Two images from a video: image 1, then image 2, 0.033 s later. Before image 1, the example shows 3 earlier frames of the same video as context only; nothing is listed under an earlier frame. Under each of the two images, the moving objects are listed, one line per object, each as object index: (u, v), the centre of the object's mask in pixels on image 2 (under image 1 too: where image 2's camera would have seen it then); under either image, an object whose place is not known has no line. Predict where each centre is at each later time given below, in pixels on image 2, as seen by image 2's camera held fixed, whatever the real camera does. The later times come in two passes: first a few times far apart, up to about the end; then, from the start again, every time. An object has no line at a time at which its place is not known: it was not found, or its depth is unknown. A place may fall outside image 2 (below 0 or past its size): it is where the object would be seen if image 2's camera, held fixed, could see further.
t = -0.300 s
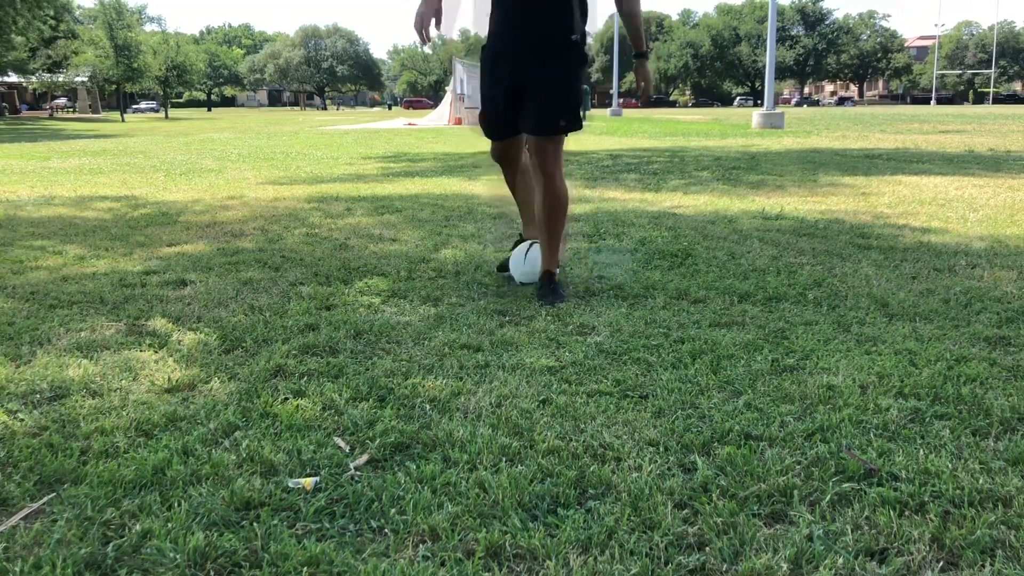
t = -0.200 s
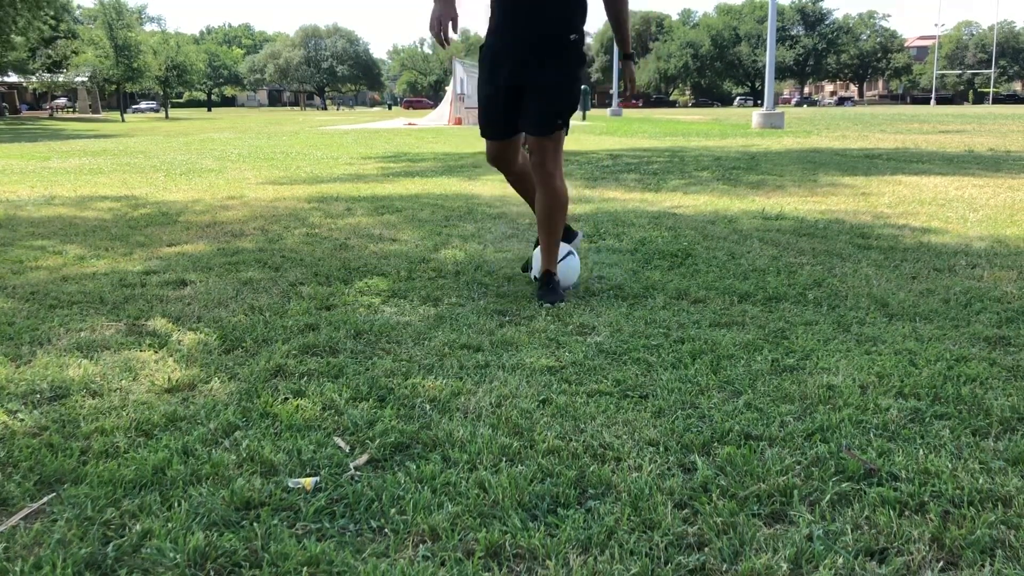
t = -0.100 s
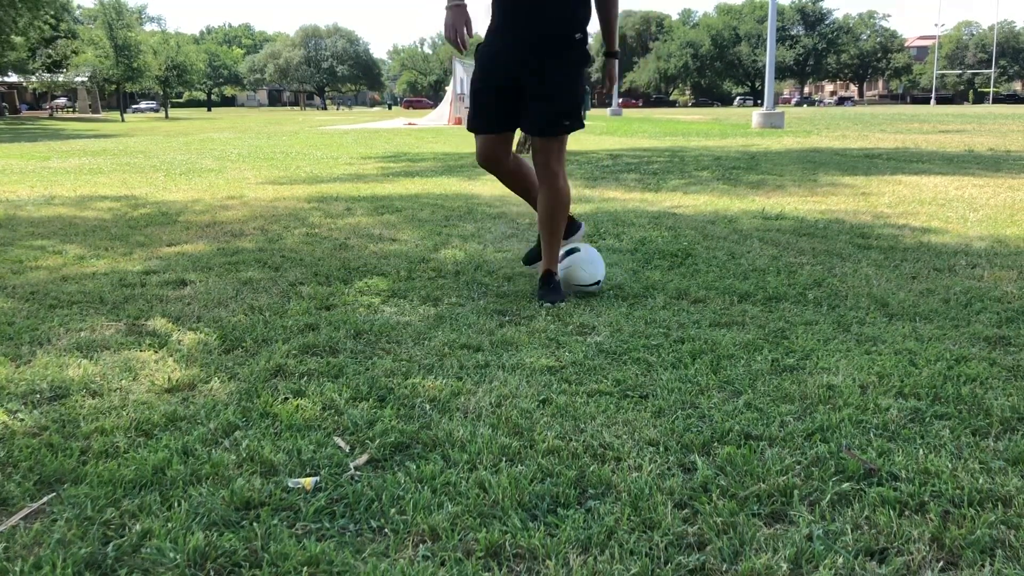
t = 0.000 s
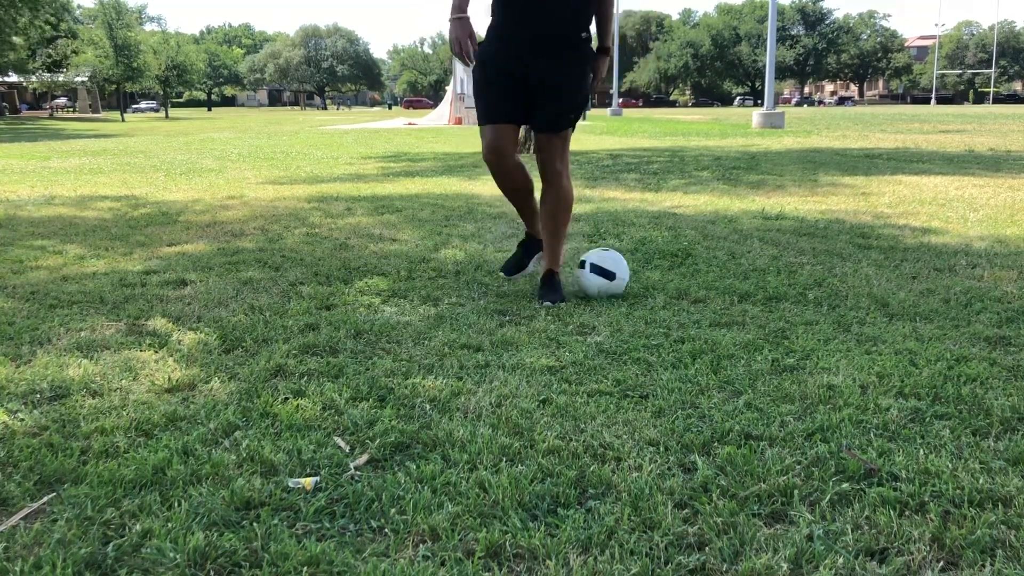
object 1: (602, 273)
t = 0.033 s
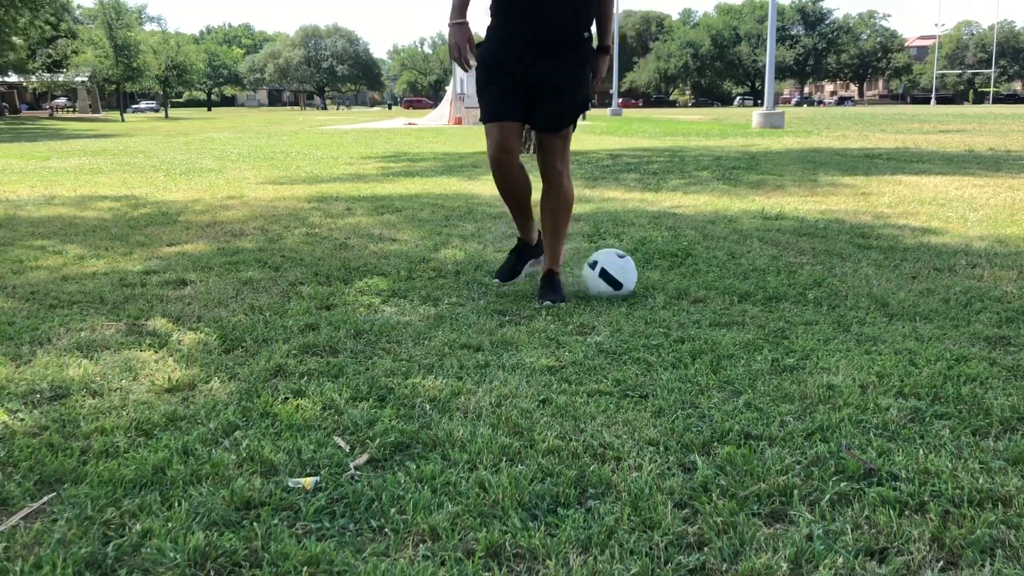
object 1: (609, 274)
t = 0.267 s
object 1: (660, 283)
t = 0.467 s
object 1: (697, 287)
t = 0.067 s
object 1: (617, 275)
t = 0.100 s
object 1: (625, 276)
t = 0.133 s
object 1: (633, 278)
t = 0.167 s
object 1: (640, 279)
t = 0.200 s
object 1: (647, 280)
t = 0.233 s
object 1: (654, 281)
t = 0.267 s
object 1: (660, 283)
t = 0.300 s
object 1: (667, 282)
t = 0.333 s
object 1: (673, 283)
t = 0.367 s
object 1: (679, 284)
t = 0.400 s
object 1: (686, 287)
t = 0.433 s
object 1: (691, 287)
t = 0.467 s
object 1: (697, 287)
